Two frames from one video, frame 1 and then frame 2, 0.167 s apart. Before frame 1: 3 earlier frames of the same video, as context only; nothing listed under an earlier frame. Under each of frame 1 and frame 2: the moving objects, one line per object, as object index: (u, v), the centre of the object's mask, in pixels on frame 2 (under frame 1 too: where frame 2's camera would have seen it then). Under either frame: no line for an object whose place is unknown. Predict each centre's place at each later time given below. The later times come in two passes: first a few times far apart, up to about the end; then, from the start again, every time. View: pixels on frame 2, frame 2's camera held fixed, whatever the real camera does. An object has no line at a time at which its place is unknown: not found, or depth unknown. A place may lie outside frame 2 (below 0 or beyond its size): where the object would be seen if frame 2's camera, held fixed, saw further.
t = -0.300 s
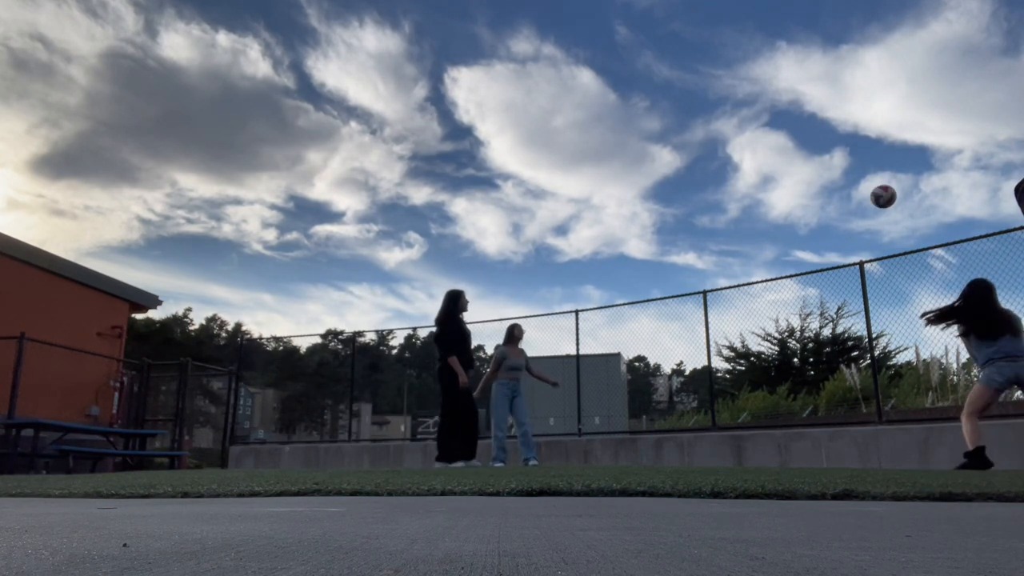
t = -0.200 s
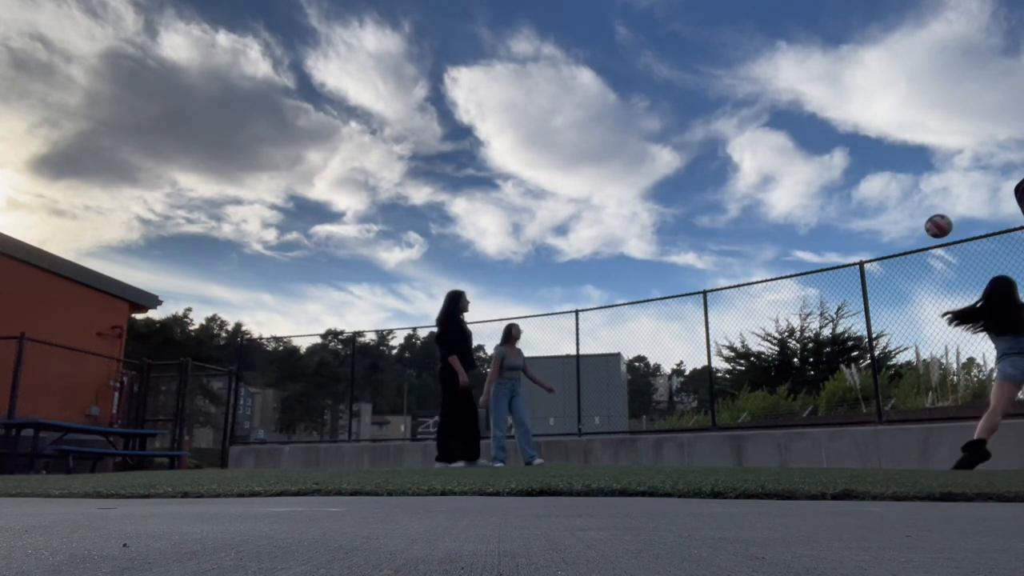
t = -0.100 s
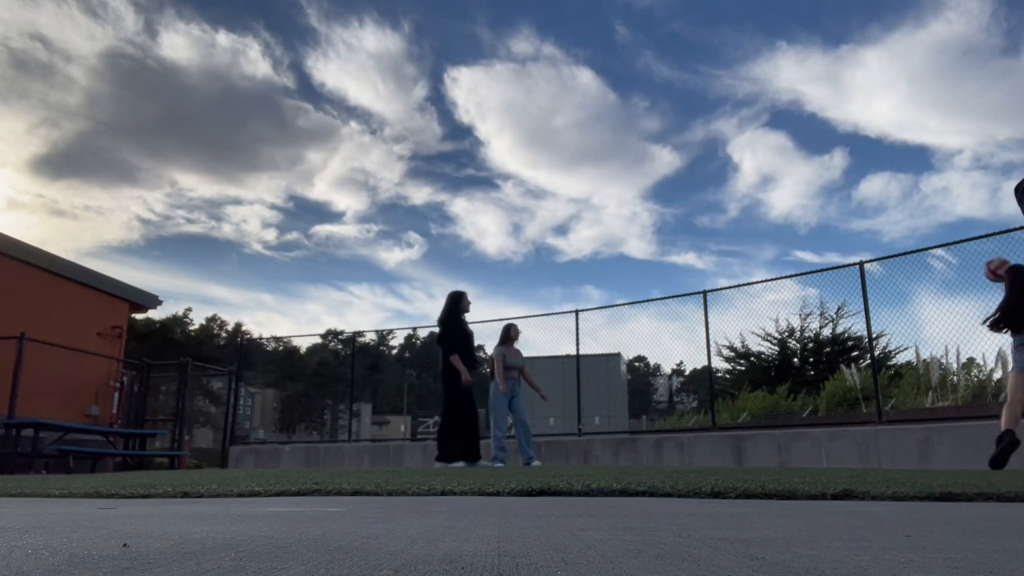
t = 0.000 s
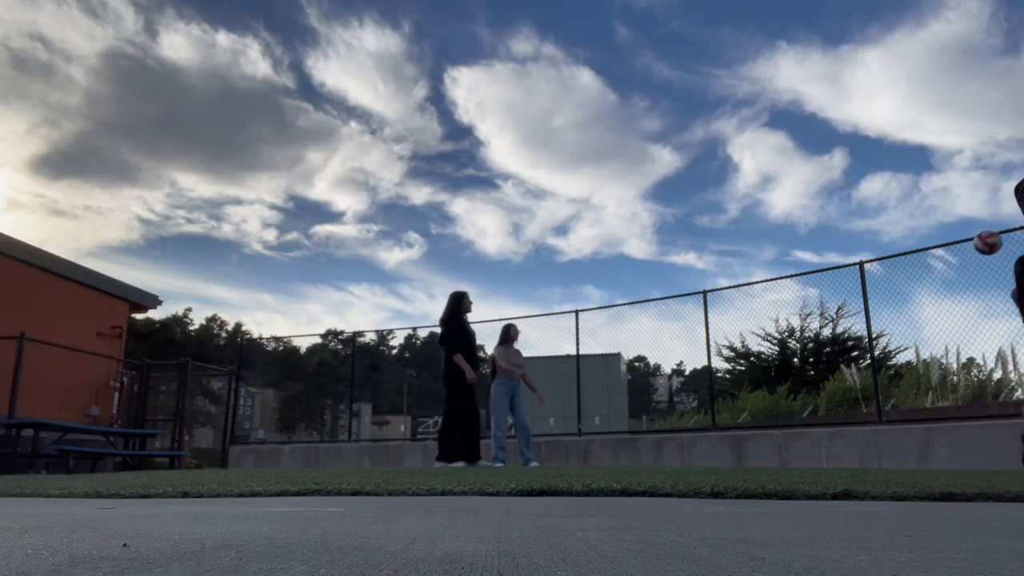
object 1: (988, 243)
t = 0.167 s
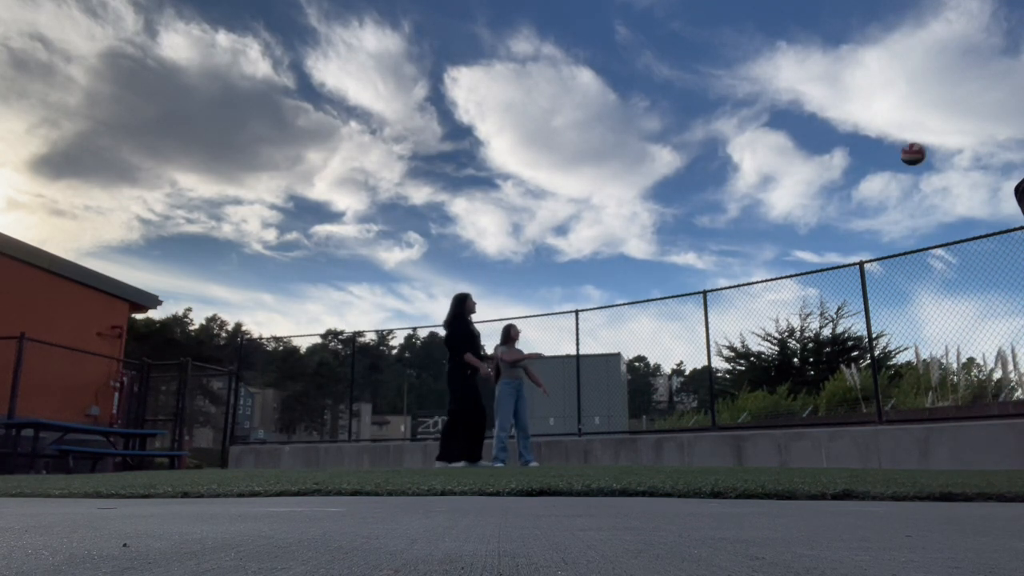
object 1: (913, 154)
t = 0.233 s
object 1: (888, 130)
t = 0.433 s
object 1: (827, 88)
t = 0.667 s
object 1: (773, 90)
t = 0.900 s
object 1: (731, 136)
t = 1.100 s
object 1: (703, 208)
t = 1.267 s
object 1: (682, 288)
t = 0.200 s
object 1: (900, 141)
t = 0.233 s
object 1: (888, 130)
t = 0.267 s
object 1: (877, 120)
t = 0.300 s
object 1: (866, 111)
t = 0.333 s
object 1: (856, 103)
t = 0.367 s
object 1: (846, 97)
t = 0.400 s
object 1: (836, 92)
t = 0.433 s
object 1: (827, 88)
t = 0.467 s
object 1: (818, 85)
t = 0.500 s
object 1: (810, 84)
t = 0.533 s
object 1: (802, 83)
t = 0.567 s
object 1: (794, 84)
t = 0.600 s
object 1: (787, 85)
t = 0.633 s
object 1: (779, 87)
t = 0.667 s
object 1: (773, 90)
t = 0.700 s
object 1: (766, 95)
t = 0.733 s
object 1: (760, 99)
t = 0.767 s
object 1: (754, 105)
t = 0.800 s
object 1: (748, 112)
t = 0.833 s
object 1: (742, 119)
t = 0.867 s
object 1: (736, 127)
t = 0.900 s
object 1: (731, 136)
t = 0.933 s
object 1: (726, 146)
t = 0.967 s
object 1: (721, 157)
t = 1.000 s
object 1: (716, 168)
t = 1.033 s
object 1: (712, 181)
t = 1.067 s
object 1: (707, 194)
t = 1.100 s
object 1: (703, 208)
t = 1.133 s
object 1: (698, 222)
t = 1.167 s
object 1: (694, 238)
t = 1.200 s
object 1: (690, 254)
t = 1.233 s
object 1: (686, 271)
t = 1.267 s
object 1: (682, 288)
